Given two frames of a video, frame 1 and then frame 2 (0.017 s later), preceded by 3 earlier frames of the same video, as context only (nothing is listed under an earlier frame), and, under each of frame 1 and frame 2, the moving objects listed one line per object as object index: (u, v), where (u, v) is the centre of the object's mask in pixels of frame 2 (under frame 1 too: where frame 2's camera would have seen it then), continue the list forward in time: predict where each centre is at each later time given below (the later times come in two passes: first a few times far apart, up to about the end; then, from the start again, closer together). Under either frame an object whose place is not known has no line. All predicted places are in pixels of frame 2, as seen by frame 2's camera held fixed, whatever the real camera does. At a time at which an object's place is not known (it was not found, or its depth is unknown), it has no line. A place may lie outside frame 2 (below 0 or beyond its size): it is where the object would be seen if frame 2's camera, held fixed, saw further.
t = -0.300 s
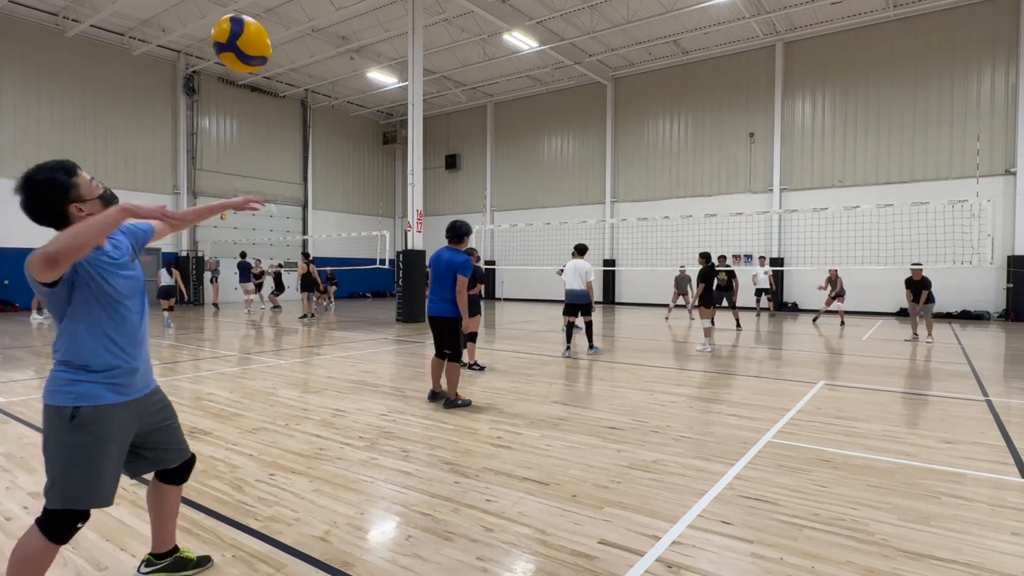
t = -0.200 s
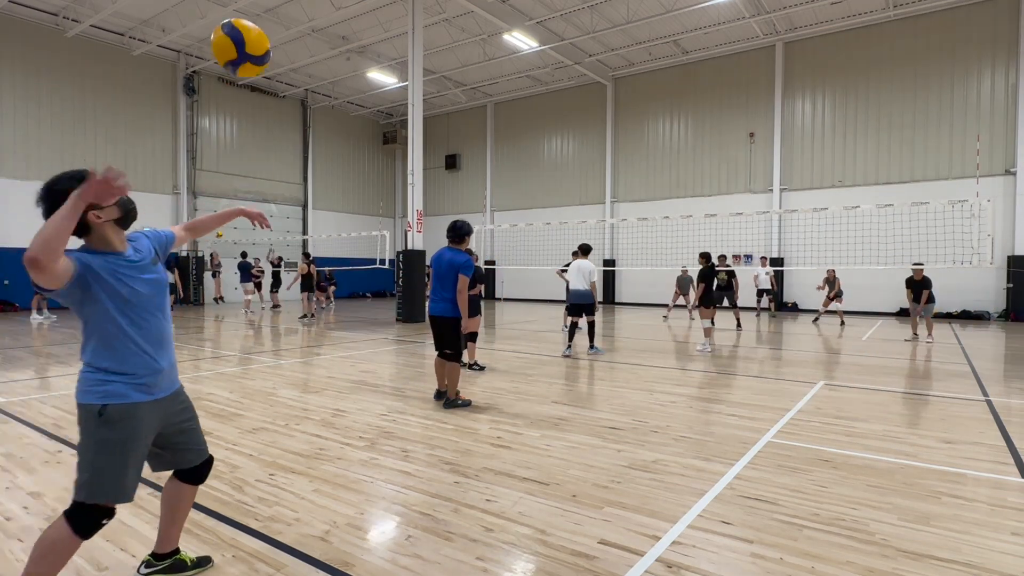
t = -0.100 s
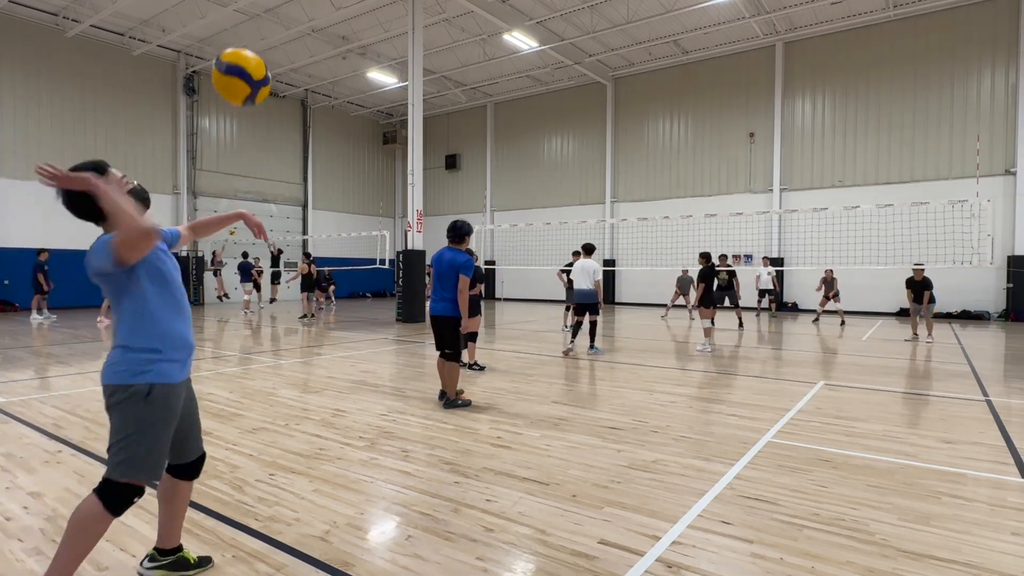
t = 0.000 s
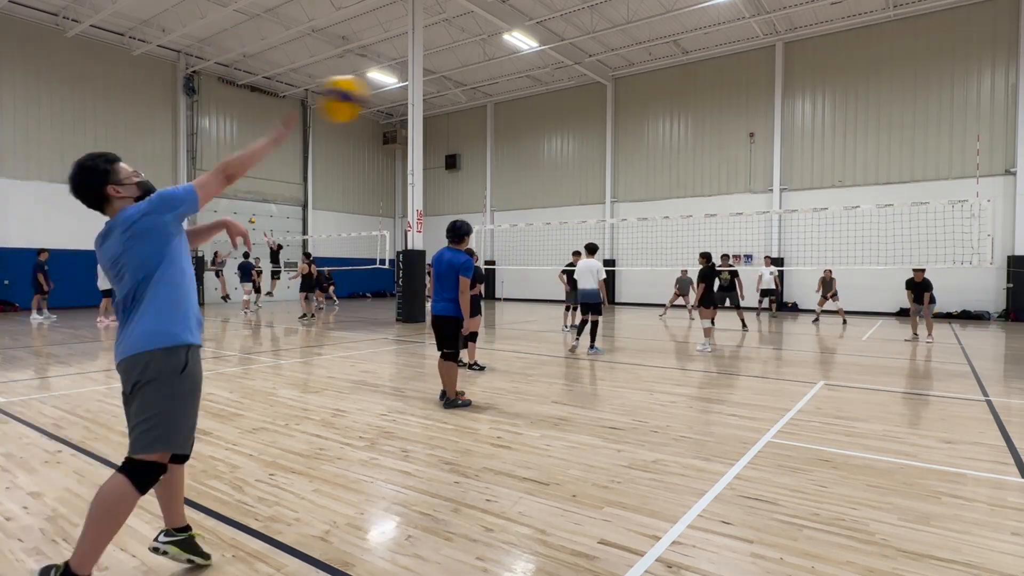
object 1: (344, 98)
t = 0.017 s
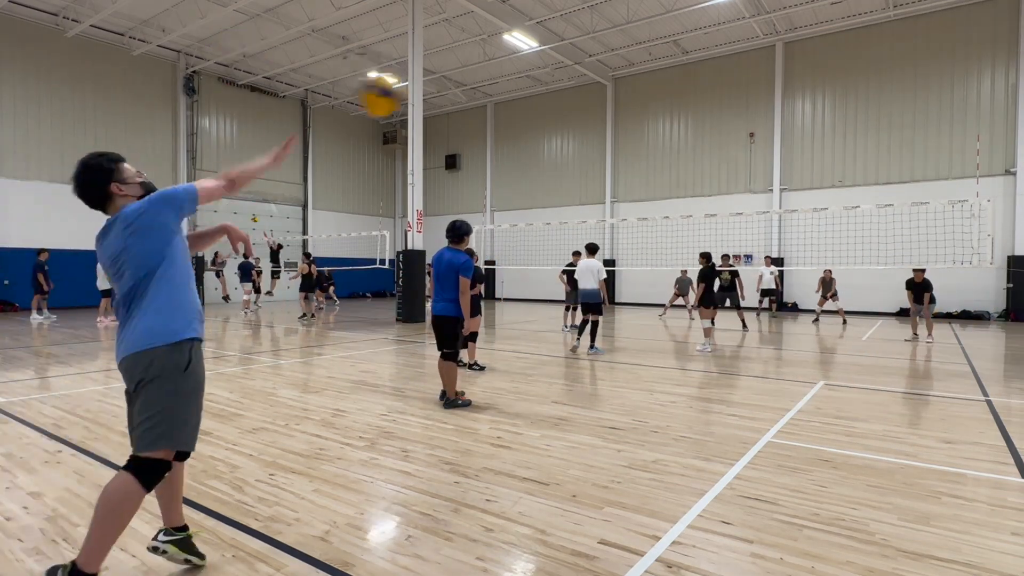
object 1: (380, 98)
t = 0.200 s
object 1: (601, 88)
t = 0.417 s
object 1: (697, 118)
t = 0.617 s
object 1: (741, 155)
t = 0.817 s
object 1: (767, 196)
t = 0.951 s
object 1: (778, 226)
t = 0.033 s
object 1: (416, 92)
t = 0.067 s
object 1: (470, 88)
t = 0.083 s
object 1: (492, 86)
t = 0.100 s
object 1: (512, 86)
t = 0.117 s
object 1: (531, 86)
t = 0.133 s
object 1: (547, 85)
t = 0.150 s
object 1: (562, 86)
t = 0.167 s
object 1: (576, 86)
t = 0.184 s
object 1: (590, 87)
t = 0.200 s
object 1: (601, 88)
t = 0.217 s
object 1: (611, 89)
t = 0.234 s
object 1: (621, 90)
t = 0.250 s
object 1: (631, 92)
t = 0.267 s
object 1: (640, 94)
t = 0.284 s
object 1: (648, 96)
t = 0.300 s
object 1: (656, 98)
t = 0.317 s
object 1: (664, 100)
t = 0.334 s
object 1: (670, 103)
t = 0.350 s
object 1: (676, 106)
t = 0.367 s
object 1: (682, 109)
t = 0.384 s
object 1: (687, 112)
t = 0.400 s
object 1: (692, 115)
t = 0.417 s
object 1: (697, 118)
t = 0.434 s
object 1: (703, 121)
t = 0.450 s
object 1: (707, 124)
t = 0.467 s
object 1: (711, 127)
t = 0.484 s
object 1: (715, 130)
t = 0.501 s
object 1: (719, 133)
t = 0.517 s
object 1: (722, 136)
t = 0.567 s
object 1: (733, 146)
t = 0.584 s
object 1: (736, 149)
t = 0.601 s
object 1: (739, 152)
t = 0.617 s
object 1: (741, 155)
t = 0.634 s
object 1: (744, 159)
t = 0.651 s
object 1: (747, 163)
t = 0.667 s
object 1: (750, 166)
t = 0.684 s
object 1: (752, 169)
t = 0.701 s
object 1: (754, 173)
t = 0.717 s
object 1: (756, 176)
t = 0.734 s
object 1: (758, 179)
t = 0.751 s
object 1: (760, 183)
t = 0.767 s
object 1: (762, 186)
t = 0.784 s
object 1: (764, 189)
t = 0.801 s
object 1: (766, 193)
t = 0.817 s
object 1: (767, 196)
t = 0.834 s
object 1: (769, 200)
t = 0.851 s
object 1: (770, 203)
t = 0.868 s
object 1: (772, 206)
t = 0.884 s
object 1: (773, 208)
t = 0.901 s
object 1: (775, 216)
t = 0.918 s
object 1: (776, 218)
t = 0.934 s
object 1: (777, 222)
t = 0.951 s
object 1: (778, 226)
